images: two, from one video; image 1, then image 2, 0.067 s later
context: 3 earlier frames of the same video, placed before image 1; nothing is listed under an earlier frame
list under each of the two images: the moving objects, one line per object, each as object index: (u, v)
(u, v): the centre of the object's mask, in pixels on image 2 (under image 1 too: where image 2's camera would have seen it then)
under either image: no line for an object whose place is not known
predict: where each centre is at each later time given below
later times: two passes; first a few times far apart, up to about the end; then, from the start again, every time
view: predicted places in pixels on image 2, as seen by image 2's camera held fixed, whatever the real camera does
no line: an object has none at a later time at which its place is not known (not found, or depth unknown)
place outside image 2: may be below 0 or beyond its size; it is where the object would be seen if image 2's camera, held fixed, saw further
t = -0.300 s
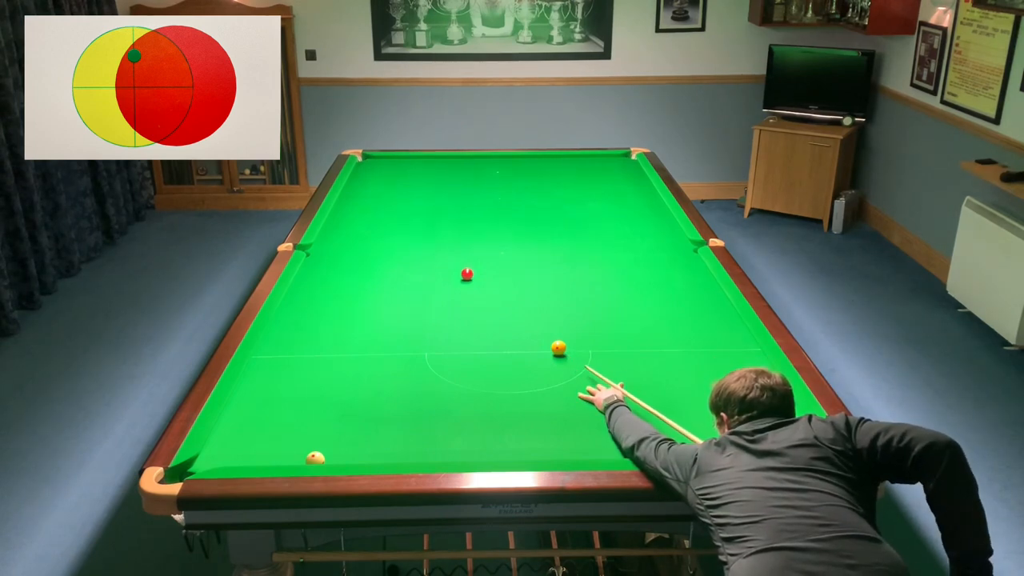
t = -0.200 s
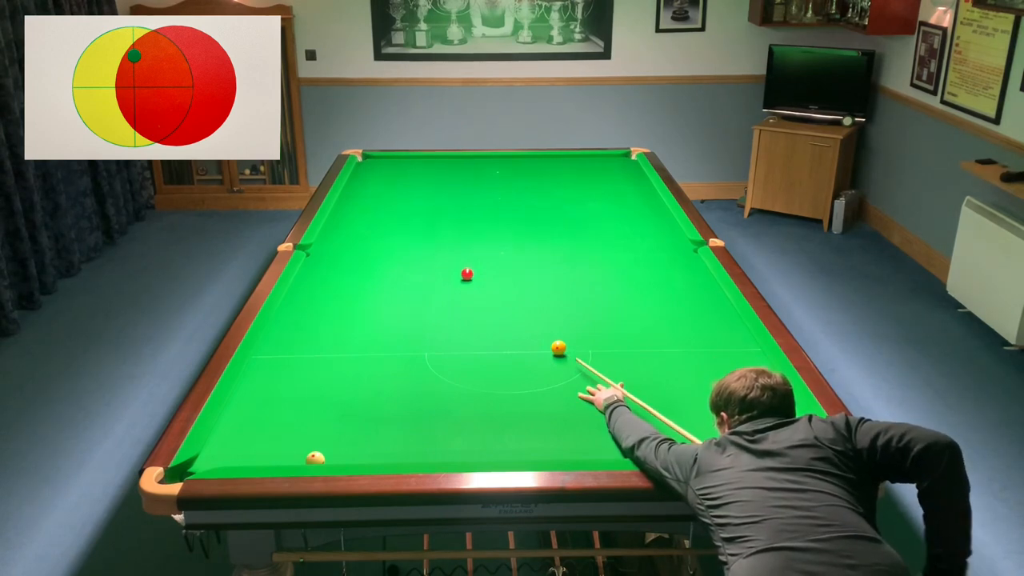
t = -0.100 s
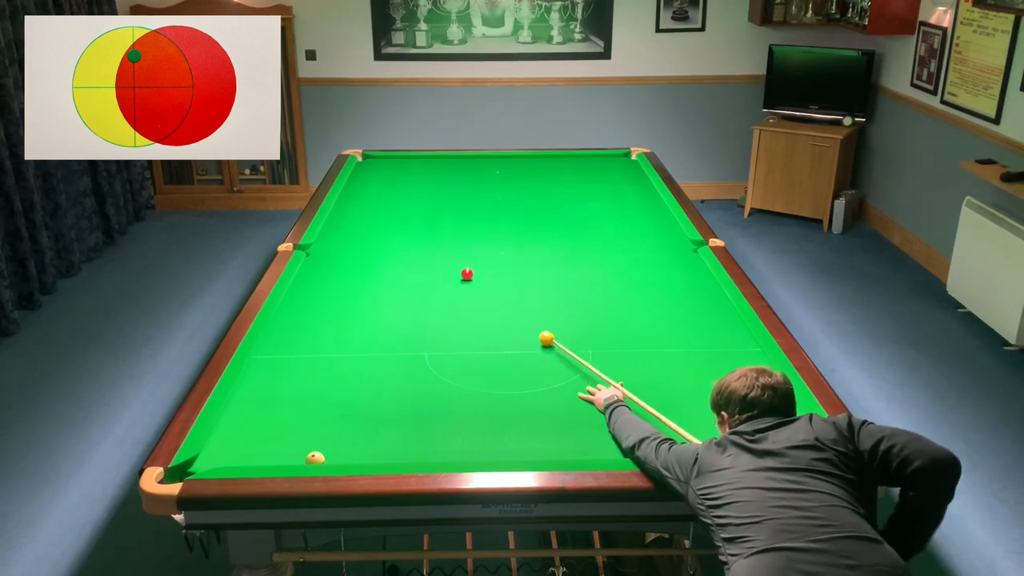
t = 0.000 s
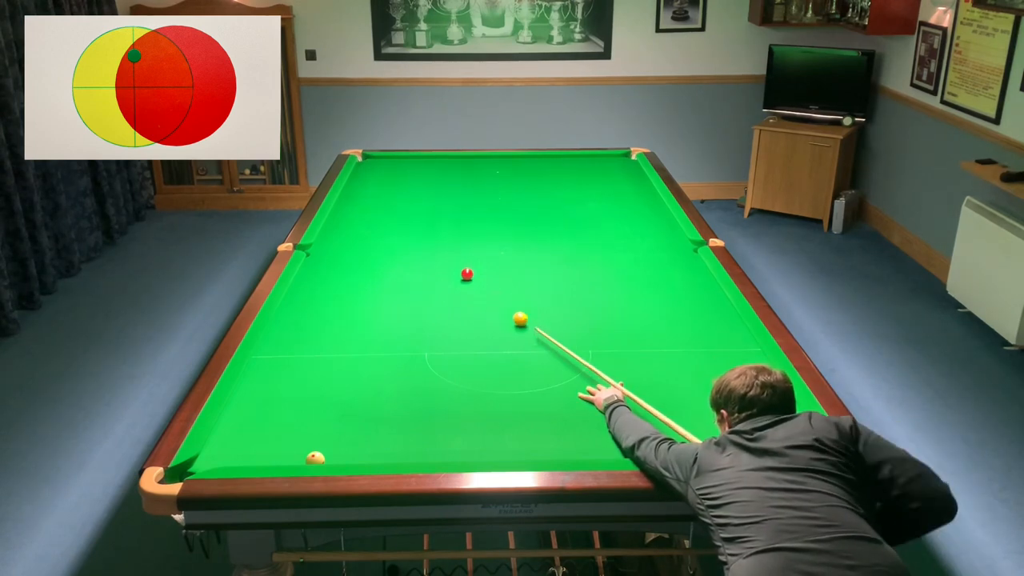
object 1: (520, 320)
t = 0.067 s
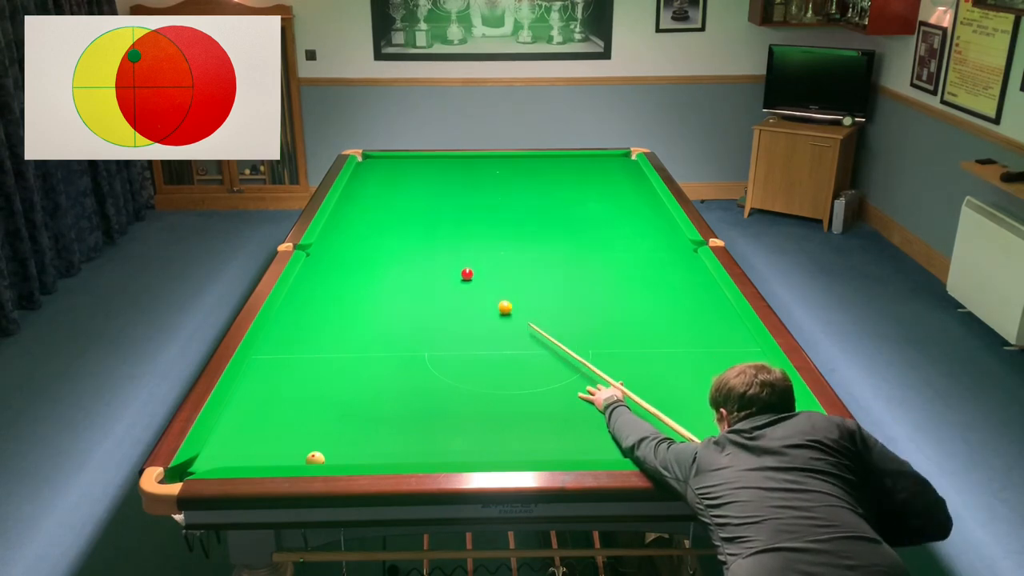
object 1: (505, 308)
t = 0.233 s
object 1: (471, 283)
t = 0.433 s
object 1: (433, 276)
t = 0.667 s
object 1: (391, 268)
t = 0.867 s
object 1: (357, 260)
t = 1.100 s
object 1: (319, 253)
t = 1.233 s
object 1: (301, 251)
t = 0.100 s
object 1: (498, 303)
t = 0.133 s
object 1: (491, 298)
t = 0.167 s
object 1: (484, 292)
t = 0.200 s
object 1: (477, 288)
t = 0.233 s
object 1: (471, 283)
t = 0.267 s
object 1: (465, 279)
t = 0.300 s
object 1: (458, 279)
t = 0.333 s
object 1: (452, 278)
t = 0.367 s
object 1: (445, 278)
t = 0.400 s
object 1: (439, 277)
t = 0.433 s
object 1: (433, 276)
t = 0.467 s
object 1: (426, 275)
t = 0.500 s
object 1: (420, 273)
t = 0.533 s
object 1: (414, 272)
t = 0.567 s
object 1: (408, 271)
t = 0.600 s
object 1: (402, 270)
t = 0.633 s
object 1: (396, 269)
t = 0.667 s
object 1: (391, 268)
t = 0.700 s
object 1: (385, 266)
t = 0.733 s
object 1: (379, 265)
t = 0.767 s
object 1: (373, 264)
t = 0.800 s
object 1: (368, 263)
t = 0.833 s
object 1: (362, 261)
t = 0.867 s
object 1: (357, 260)
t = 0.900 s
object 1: (351, 259)
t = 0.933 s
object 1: (346, 258)
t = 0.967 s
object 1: (341, 257)
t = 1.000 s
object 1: (335, 256)
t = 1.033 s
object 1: (330, 255)
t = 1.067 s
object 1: (325, 254)
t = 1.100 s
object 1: (319, 253)
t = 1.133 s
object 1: (314, 252)
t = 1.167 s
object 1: (309, 250)
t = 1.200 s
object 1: (305, 250)
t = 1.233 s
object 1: (301, 251)
